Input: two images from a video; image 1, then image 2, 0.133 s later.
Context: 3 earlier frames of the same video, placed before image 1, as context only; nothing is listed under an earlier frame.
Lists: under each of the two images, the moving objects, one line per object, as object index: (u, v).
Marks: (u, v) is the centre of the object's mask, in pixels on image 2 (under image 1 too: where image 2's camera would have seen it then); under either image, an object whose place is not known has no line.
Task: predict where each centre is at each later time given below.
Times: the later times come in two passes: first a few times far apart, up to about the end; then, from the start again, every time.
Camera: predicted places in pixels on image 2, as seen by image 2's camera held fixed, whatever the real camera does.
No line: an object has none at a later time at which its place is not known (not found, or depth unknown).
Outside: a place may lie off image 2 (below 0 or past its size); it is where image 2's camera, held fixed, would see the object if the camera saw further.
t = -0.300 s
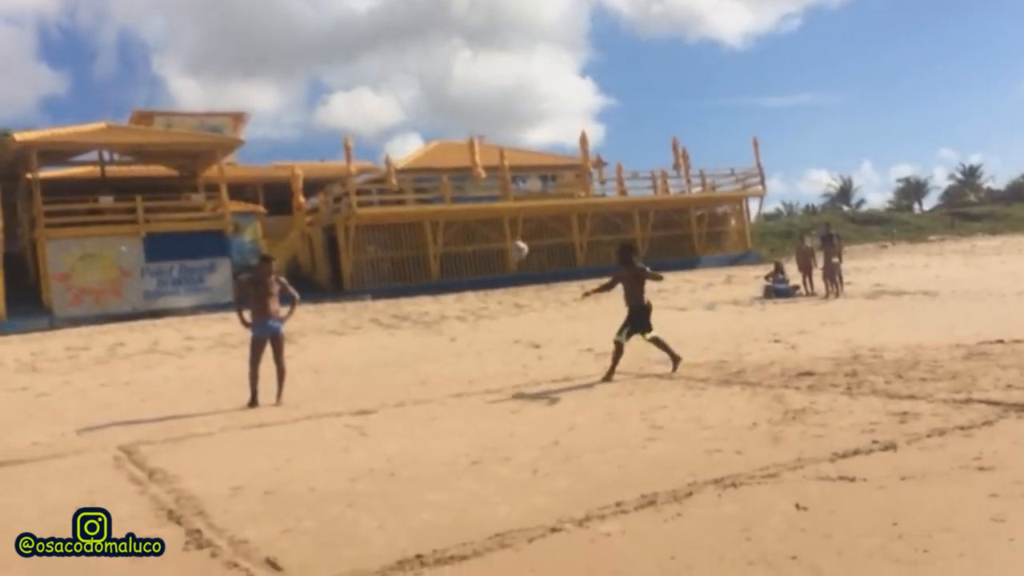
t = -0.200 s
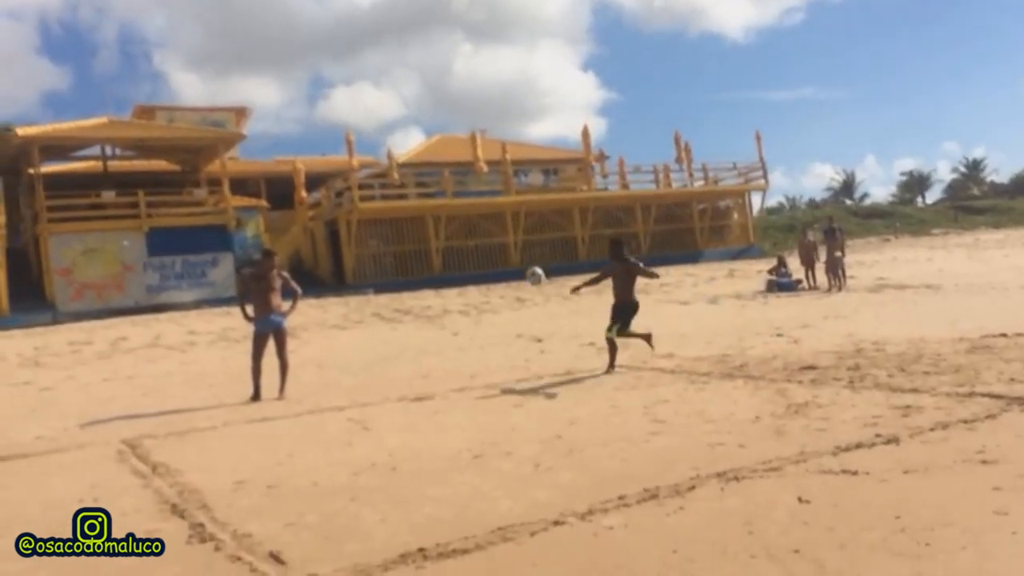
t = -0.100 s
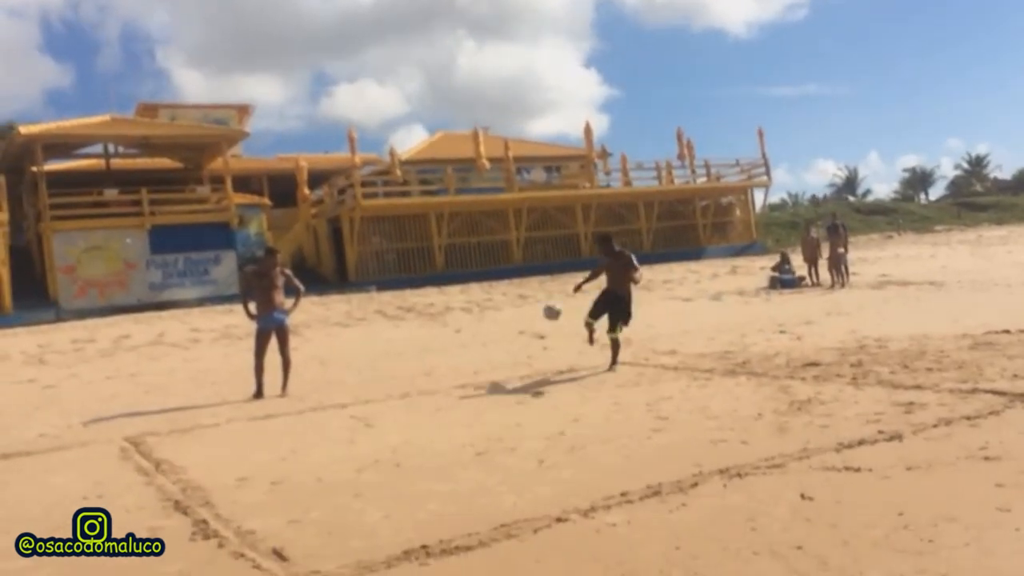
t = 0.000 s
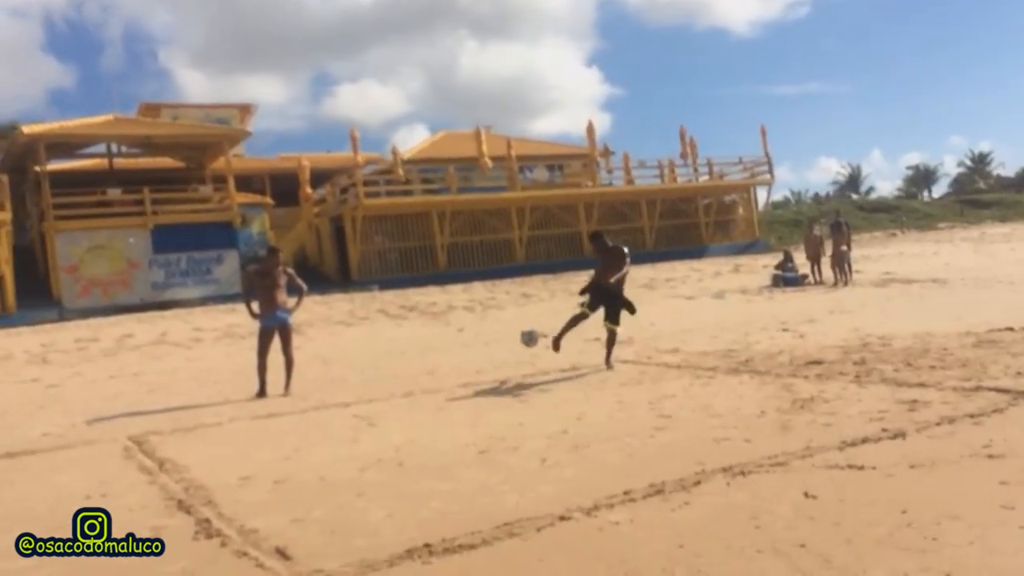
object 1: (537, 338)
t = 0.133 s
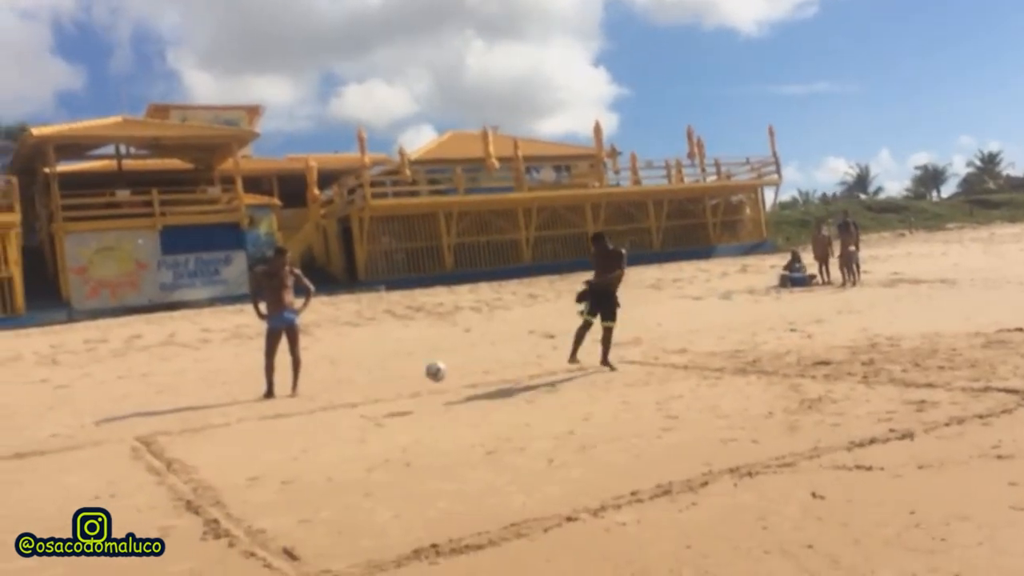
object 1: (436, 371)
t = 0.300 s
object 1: (291, 418)
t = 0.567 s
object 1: (57, 431)
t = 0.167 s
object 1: (407, 384)
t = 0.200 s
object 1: (377, 398)
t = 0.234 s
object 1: (344, 415)
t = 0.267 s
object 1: (316, 421)
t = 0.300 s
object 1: (291, 418)
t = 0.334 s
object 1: (265, 413)
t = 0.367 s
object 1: (238, 411)
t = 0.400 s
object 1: (210, 410)
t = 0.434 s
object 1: (181, 412)
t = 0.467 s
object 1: (152, 415)
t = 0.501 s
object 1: (122, 418)
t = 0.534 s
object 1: (90, 424)
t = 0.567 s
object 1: (57, 431)
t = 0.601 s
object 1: (23, 441)
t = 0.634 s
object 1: (-12, 454)
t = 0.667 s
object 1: (-50, 468)
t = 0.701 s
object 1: (-89, 485)
